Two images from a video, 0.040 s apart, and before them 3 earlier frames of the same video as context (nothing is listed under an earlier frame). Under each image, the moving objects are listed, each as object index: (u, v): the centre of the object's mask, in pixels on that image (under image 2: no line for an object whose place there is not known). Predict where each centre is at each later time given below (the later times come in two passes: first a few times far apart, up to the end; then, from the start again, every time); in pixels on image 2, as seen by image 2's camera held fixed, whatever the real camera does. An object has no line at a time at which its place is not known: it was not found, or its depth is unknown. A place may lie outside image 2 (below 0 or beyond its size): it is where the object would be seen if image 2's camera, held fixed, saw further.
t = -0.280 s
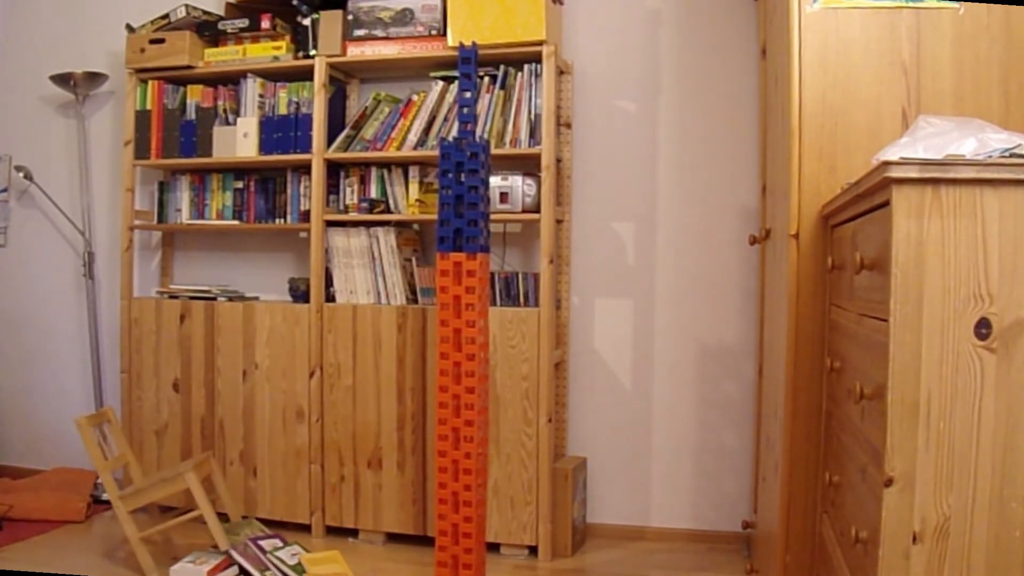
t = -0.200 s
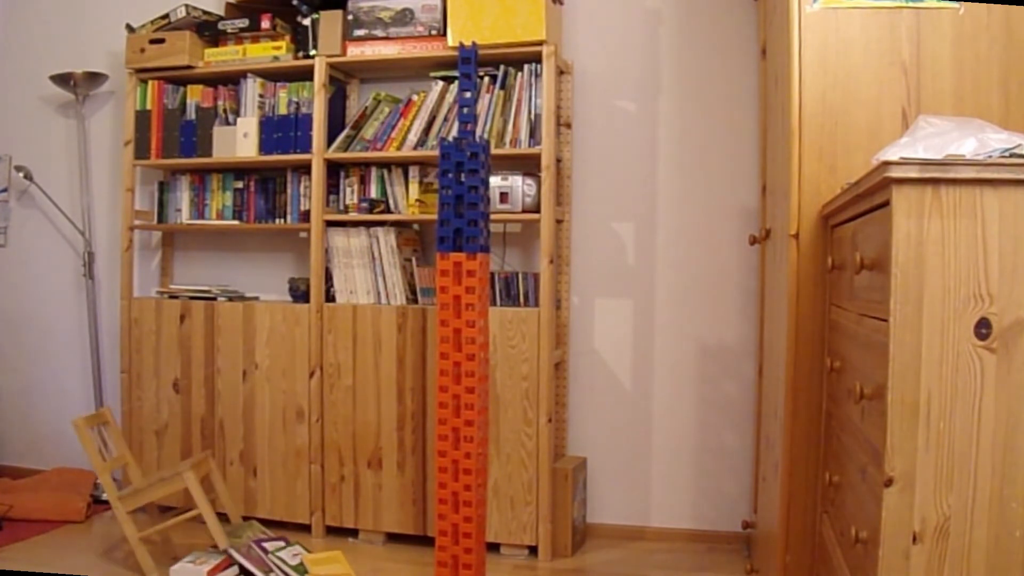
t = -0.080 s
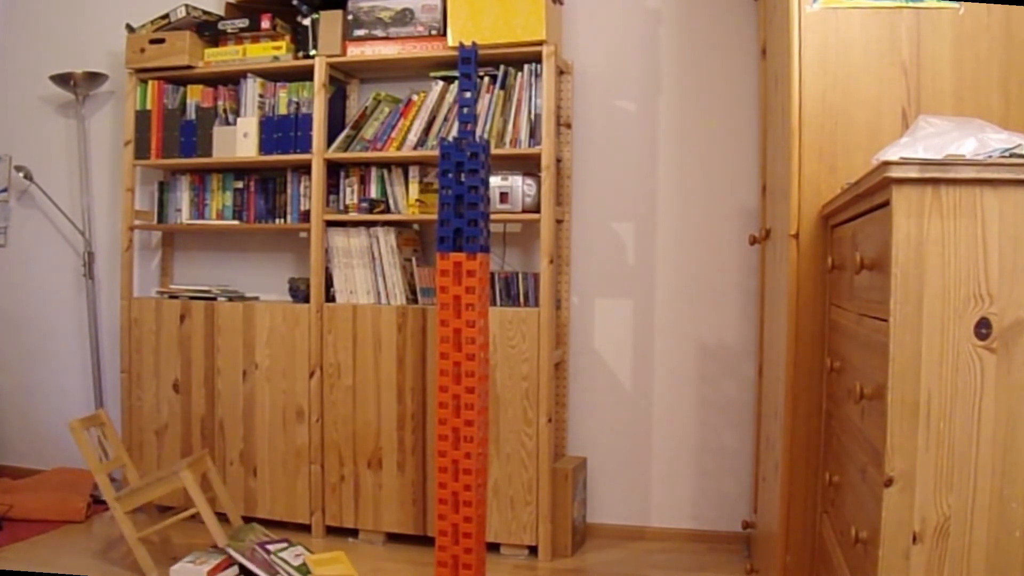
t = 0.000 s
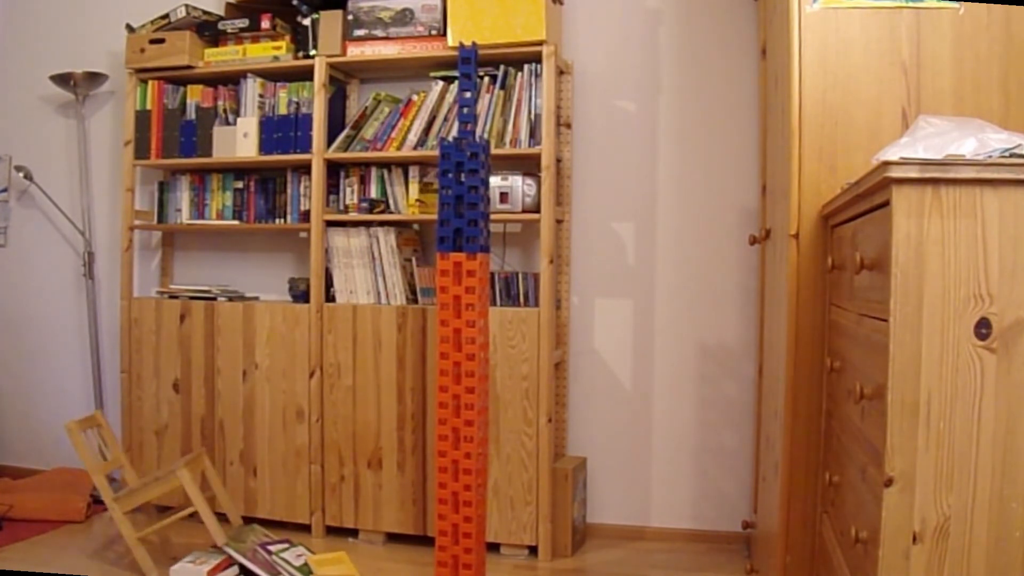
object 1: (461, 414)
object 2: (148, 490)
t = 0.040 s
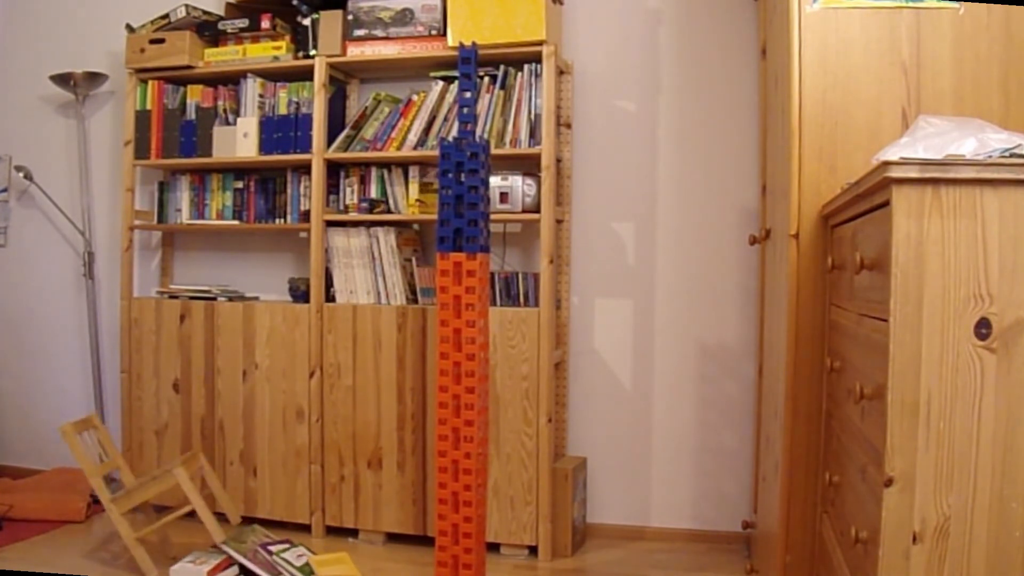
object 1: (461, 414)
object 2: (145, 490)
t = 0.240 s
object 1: (461, 414)
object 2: (134, 492)
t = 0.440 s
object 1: (461, 414)
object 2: (115, 503)
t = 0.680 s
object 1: (461, 413)
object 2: (93, 526)
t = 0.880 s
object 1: (461, 415)
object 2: (78, 528)
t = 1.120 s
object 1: (461, 466)
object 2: (77, 528)
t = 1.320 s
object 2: (78, 528)
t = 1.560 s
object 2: (78, 528)
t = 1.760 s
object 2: (78, 528)
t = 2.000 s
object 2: (79, 528)
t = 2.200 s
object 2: (78, 528)
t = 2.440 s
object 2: (79, 528)
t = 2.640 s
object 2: (78, 528)
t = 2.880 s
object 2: (79, 528)
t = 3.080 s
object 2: (79, 528)
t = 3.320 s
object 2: (78, 528)
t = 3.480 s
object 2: (78, 528)
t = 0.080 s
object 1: (462, 414)
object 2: (143, 491)
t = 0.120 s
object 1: (461, 414)
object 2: (141, 491)
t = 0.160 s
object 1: (461, 414)
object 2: (140, 491)
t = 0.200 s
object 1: (461, 414)
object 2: (137, 492)
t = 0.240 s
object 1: (461, 414)
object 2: (134, 492)
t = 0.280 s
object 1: (461, 414)
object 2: (130, 493)
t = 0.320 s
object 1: (461, 414)
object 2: (125, 493)
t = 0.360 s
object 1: (461, 414)
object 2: (123, 496)
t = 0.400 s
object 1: (461, 414)
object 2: (119, 499)
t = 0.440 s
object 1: (461, 414)
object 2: (115, 503)
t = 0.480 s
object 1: (461, 414)
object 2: (109, 508)
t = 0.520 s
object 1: (461, 413)
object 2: (124, 518)
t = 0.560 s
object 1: (461, 413)
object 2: (103, 527)
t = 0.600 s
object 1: (461, 414)
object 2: (98, 530)
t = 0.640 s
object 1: (461, 413)
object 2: (98, 526)
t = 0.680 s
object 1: (461, 413)
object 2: (93, 526)
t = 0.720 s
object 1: (461, 413)
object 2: (89, 527)
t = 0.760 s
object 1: (462, 413)
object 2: (85, 528)
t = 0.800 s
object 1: (462, 413)
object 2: (81, 528)
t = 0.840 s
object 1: (461, 415)
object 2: (79, 528)
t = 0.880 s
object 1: (461, 415)
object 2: (78, 528)
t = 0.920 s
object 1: (461, 420)
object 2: (77, 528)
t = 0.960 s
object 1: (461, 424)
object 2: (77, 527)
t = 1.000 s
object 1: (461, 429)
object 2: (77, 528)
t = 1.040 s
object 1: (461, 447)
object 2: (77, 527)
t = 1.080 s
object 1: (462, 452)
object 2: (77, 527)
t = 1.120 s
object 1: (461, 466)
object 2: (77, 528)
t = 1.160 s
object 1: (460, 470)
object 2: (77, 528)
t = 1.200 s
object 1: (461, 466)
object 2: (77, 528)
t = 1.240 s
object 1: (461, 450)
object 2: (78, 528)
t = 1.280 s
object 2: (78, 528)
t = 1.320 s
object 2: (78, 528)
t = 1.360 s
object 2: (78, 528)
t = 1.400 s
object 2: (78, 528)
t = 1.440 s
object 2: (78, 528)
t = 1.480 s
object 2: (78, 528)
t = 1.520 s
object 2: (78, 528)
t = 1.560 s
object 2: (78, 528)
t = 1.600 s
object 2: (78, 528)
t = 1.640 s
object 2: (78, 528)
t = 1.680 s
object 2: (78, 528)
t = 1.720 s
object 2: (78, 528)
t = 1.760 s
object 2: (78, 528)
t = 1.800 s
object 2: (78, 528)
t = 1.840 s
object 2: (78, 528)
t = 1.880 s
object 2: (78, 528)
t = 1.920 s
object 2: (78, 528)
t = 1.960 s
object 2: (78, 528)
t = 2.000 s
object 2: (79, 528)
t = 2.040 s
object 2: (79, 528)
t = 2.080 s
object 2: (78, 528)
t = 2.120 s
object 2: (79, 528)
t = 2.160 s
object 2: (78, 528)
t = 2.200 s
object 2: (78, 528)
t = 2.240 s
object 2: (79, 528)
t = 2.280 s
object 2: (78, 528)
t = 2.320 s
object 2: (79, 528)
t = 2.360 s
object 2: (79, 528)
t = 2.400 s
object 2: (79, 528)
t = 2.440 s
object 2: (79, 528)
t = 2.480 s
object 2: (78, 528)
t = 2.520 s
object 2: (78, 528)
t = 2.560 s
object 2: (78, 528)
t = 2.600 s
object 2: (79, 528)
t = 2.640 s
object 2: (78, 528)
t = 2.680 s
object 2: (78, 528)
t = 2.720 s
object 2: (78, 528)
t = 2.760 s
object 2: (78, 528)
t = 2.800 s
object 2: (78, 528)
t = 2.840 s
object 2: (78, 528)
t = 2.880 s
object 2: (79, 528)
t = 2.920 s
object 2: (78, 528)
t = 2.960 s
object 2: (79, 528)
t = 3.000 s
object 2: (79, 528)
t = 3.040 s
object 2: (78, 528)
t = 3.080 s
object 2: (79, 528)
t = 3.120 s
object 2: (78, 528)
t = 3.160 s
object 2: (78, 528)
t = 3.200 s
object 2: (78, 528)
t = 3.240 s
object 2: (78, 528)
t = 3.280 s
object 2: (78, 528)
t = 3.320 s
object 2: (78, 528)
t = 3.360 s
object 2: (78, 528)
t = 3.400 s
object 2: (78, 528)
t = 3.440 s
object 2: (78, 528)
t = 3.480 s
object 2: (78, 528)
